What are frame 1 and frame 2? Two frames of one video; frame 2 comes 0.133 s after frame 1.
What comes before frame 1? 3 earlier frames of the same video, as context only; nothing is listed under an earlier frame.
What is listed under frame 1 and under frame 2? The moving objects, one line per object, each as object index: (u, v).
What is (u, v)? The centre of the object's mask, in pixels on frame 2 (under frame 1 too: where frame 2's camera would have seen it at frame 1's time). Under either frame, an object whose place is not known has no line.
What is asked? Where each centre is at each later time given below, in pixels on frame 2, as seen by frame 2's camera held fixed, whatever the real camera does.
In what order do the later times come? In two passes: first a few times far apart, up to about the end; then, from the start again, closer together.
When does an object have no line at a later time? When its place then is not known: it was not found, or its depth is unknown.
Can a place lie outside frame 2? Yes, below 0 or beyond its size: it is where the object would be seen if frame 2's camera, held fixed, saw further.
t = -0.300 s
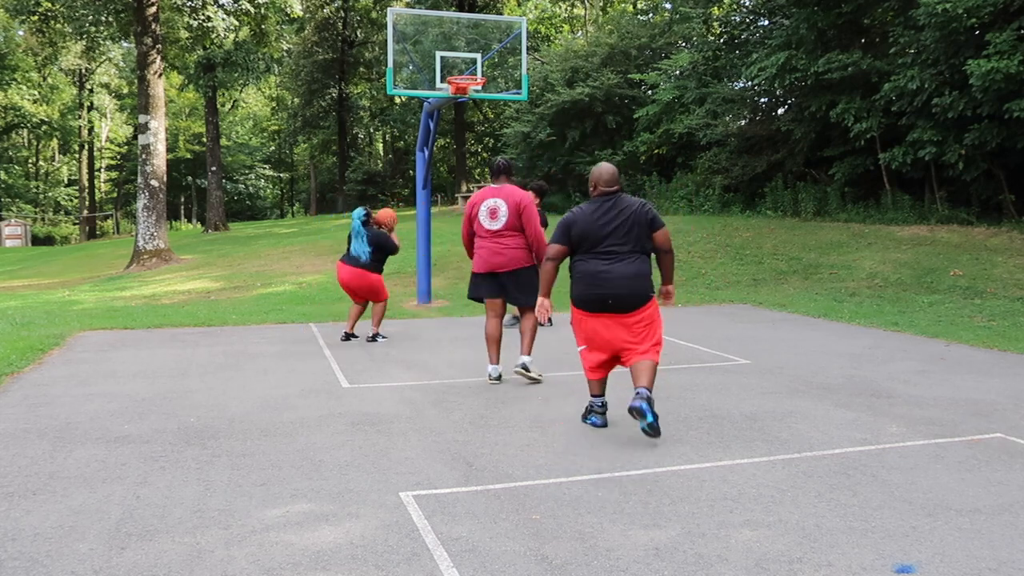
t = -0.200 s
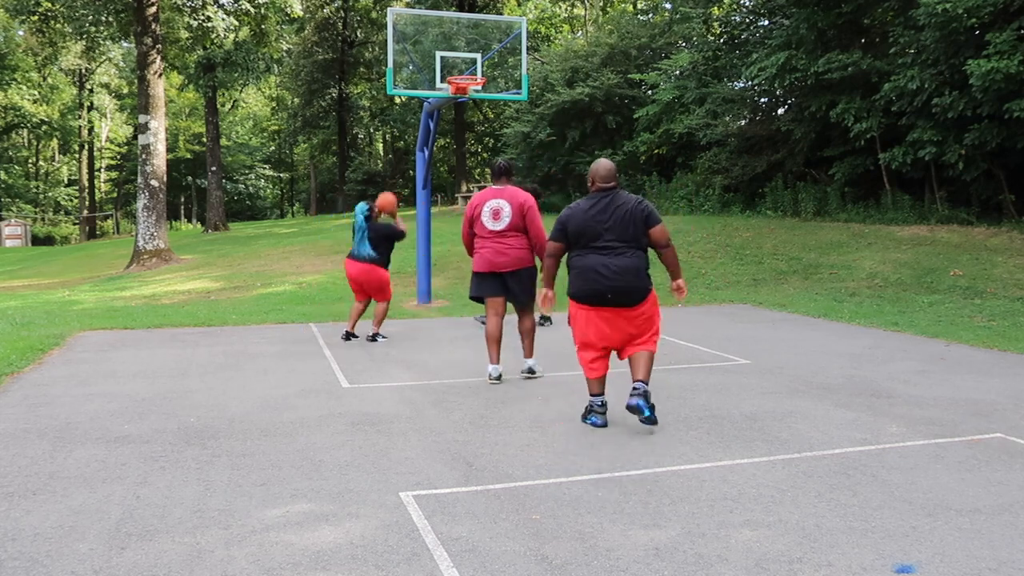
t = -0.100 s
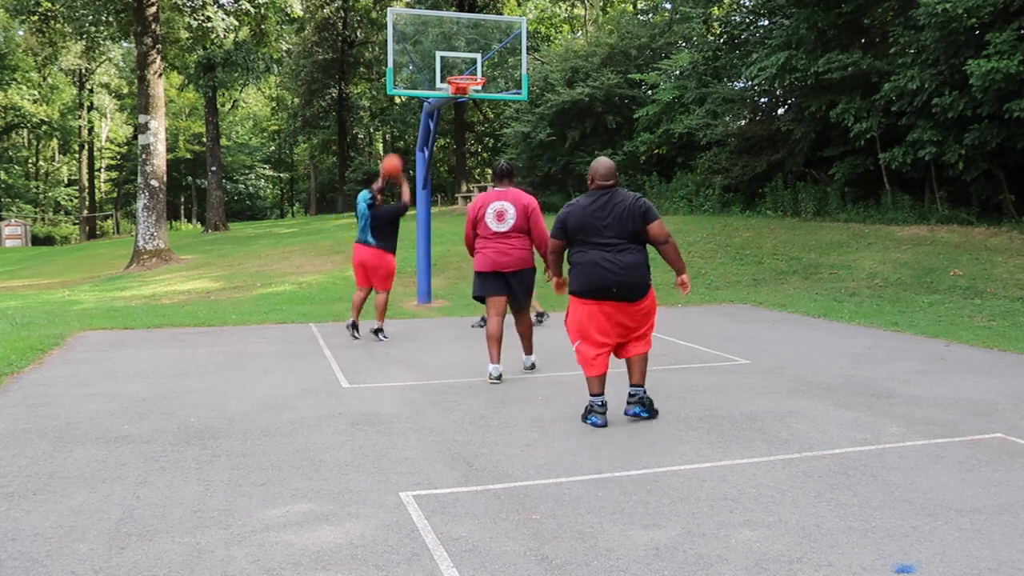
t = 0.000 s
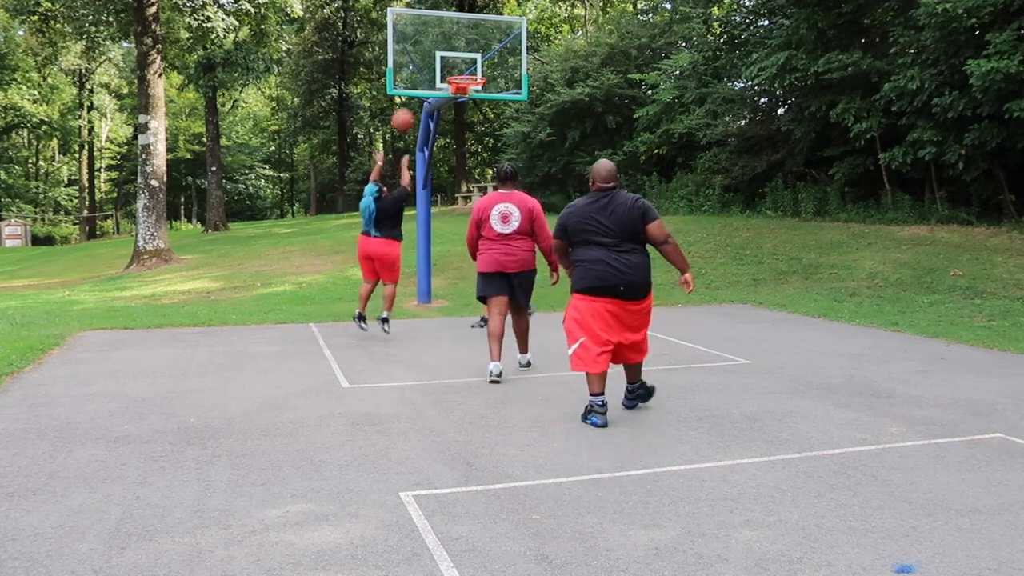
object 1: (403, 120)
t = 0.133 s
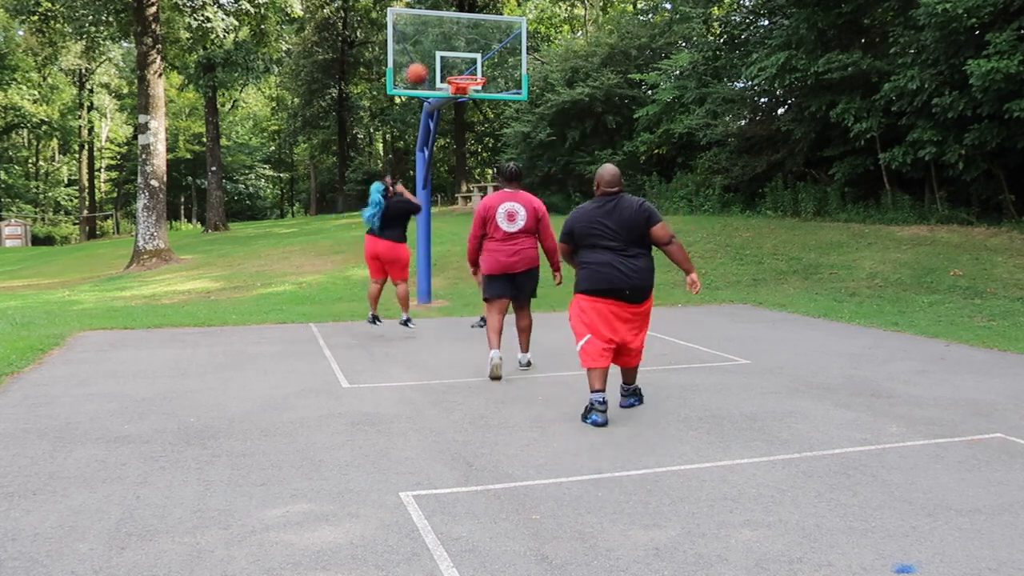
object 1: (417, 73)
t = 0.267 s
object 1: (430, 44)
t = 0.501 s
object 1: (453, 30)
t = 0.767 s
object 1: (477, 64)
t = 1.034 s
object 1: (508, 81)
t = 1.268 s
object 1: (538, 125)
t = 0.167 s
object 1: (420, 65)
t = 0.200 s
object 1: (423, 57)
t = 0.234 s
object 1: (426, 50)
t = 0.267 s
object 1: (430, 44)
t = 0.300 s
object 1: (433, 39)
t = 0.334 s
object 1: (437, 35)
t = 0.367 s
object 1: (440, 32)
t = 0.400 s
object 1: (443, 30)
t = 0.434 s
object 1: (446, 29)
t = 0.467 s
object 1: (450, 29)
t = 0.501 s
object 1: (453, 30)
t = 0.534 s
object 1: (456, 31)
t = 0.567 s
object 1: (458, 33)
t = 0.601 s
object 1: (462, 36)
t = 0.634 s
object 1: (464, 41)
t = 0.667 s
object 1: (468, 45)
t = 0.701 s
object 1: (470, 51)
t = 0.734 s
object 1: (474, 57)
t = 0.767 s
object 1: (477, 64)
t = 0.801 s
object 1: (480, 69)
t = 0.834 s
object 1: (484, 74)
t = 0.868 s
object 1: (488, 74)
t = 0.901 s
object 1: (491, 74)
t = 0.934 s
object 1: (495, 75)
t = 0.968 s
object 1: (499, 76)
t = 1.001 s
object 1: (504, 79)
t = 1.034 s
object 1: (508, 81)
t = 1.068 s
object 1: (512, 85)
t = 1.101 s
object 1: (516, 90)
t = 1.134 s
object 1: (521, 95)
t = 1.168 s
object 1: (526, 101)
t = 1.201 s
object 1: (530, 108)
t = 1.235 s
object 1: (534, 116)
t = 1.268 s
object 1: (538, 125)
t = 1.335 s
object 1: (546, 145)
